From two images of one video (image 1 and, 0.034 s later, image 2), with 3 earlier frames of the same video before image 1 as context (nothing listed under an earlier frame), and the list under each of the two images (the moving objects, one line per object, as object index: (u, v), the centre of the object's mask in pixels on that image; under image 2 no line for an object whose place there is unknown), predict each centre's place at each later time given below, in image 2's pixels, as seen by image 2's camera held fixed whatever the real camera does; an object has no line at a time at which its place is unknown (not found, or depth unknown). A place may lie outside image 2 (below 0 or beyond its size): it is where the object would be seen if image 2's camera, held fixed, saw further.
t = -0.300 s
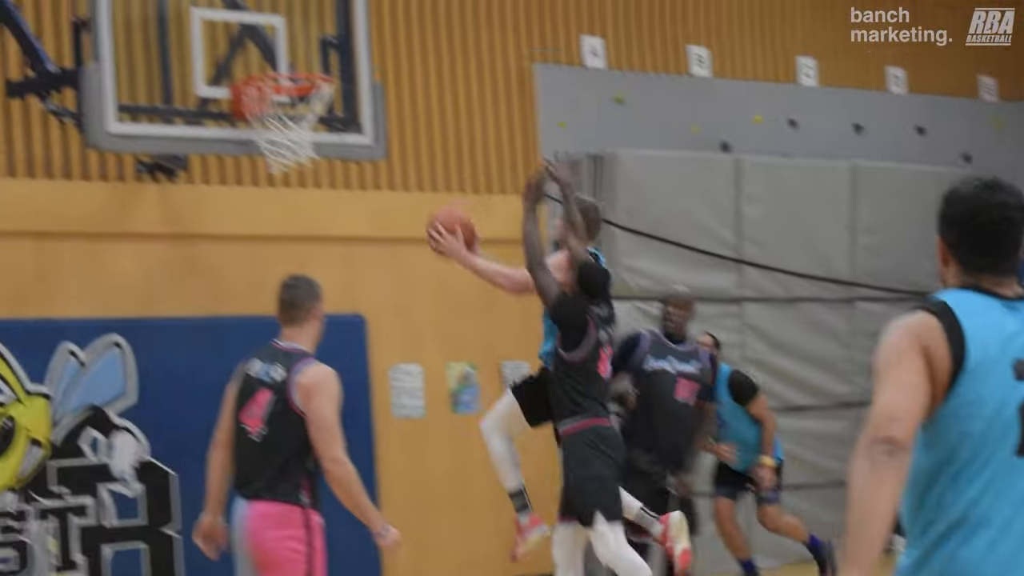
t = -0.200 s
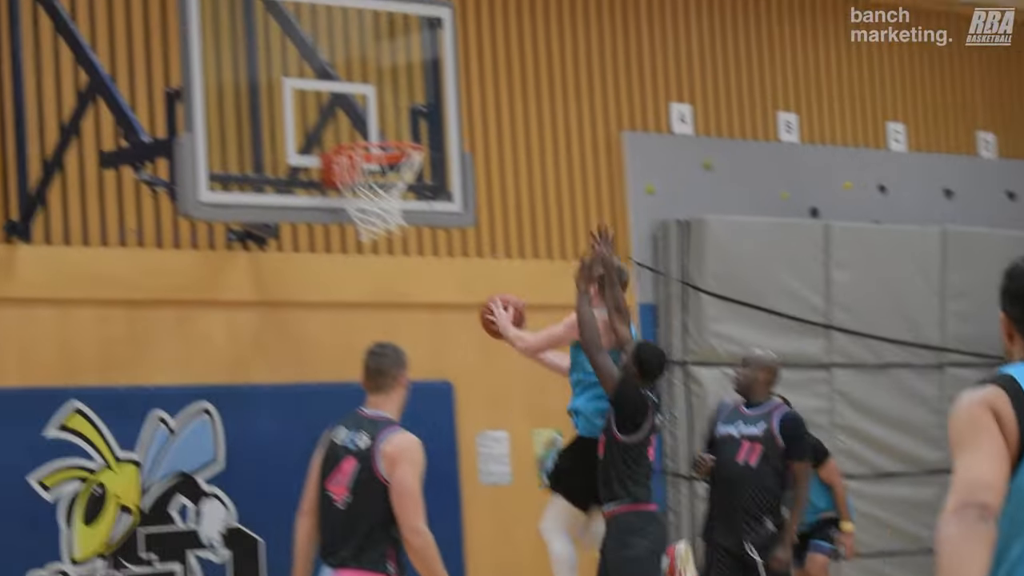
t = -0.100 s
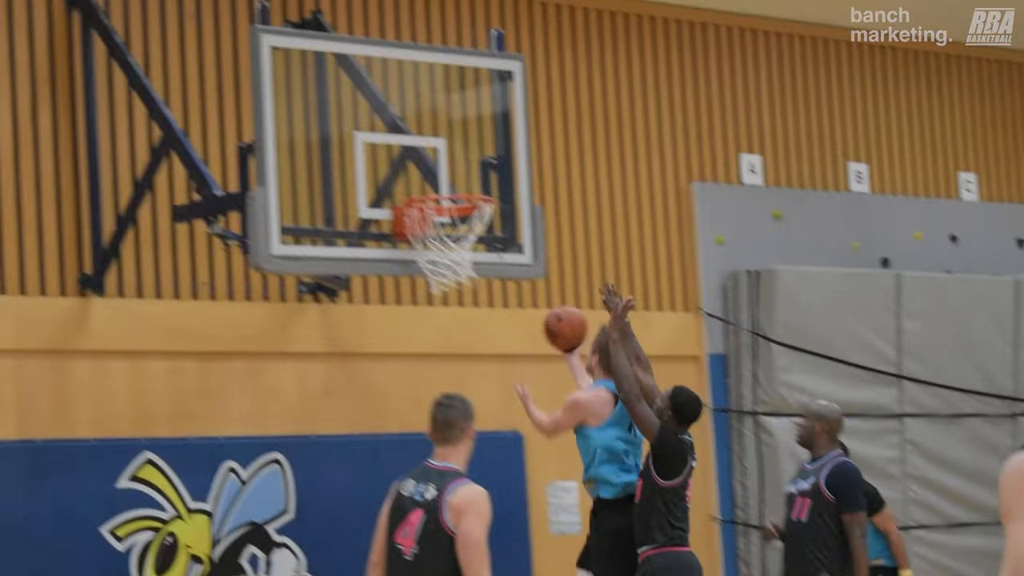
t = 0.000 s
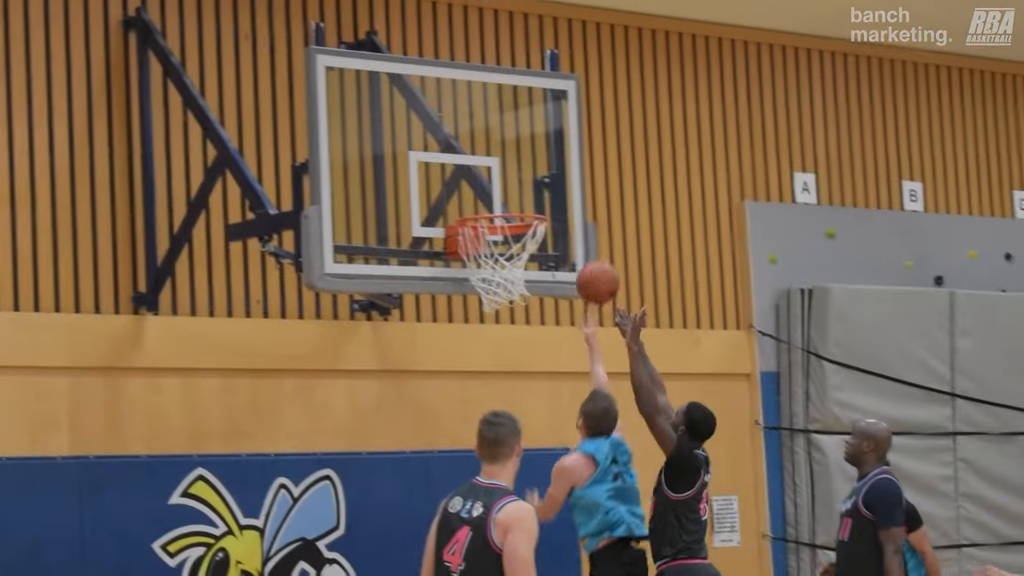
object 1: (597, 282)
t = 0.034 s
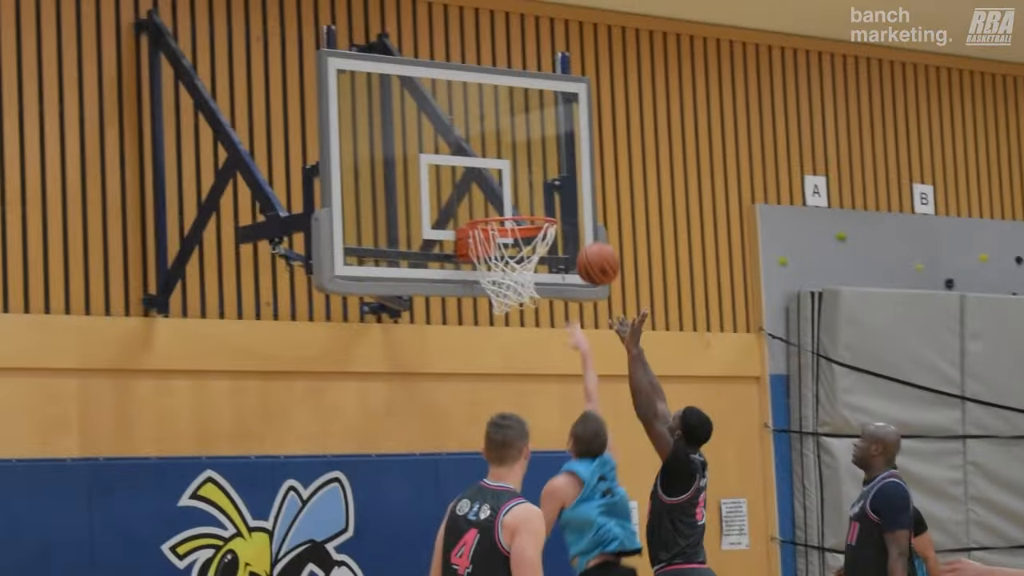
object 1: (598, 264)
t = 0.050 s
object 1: (594, 253)
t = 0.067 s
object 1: (588, 245)
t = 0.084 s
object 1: (583, 236)
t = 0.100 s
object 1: (577, 228)
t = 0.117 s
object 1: (574, 220)
